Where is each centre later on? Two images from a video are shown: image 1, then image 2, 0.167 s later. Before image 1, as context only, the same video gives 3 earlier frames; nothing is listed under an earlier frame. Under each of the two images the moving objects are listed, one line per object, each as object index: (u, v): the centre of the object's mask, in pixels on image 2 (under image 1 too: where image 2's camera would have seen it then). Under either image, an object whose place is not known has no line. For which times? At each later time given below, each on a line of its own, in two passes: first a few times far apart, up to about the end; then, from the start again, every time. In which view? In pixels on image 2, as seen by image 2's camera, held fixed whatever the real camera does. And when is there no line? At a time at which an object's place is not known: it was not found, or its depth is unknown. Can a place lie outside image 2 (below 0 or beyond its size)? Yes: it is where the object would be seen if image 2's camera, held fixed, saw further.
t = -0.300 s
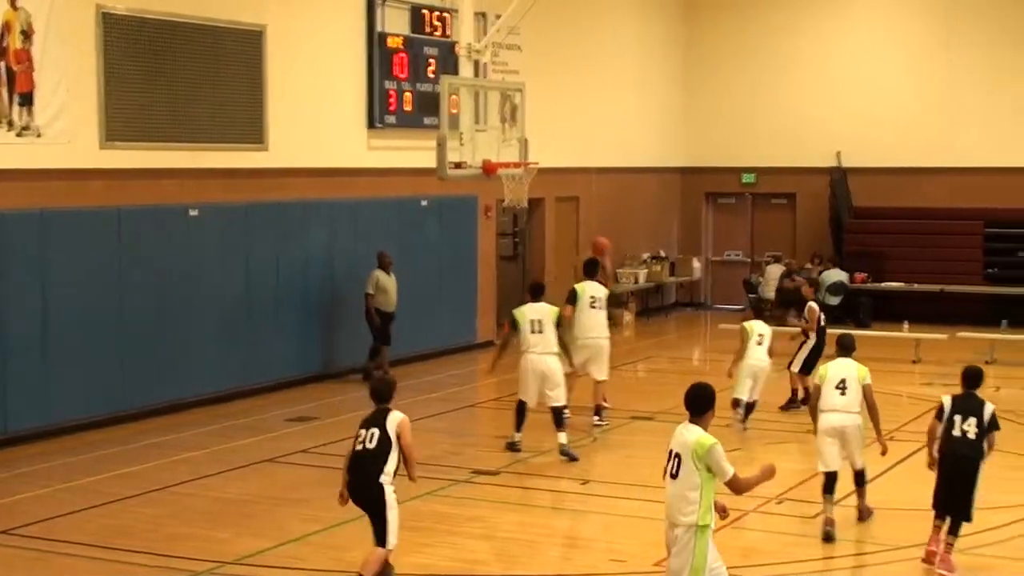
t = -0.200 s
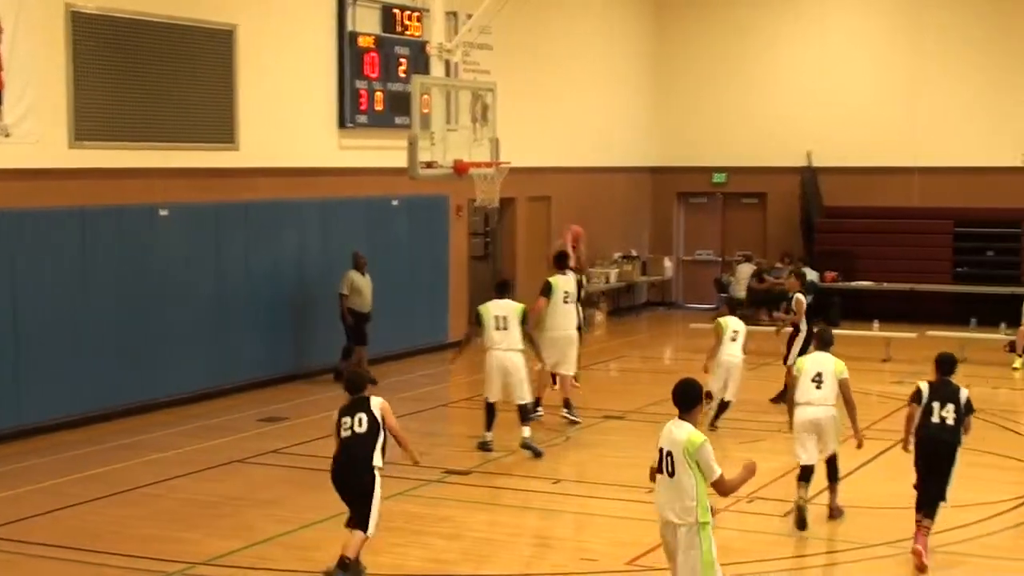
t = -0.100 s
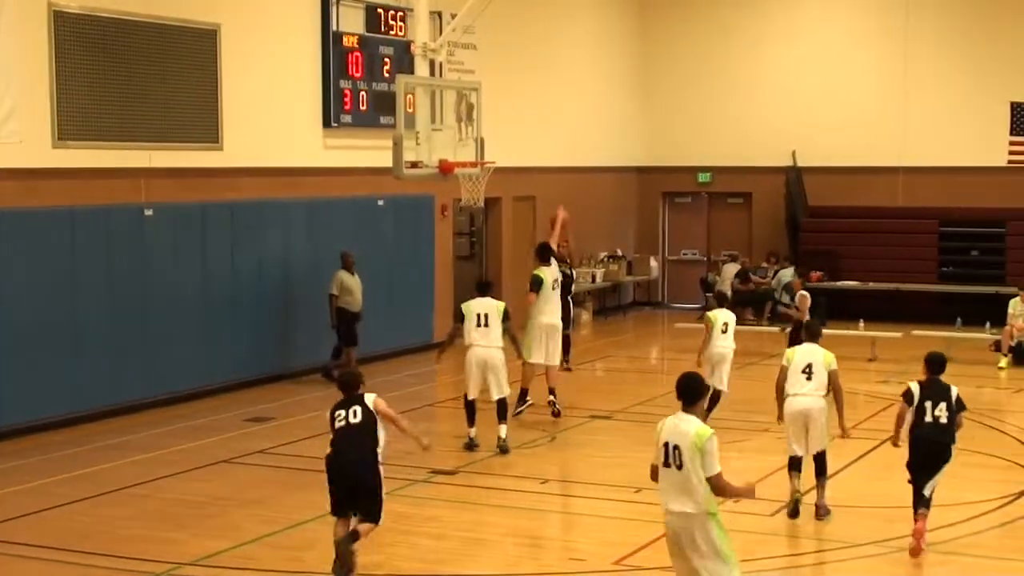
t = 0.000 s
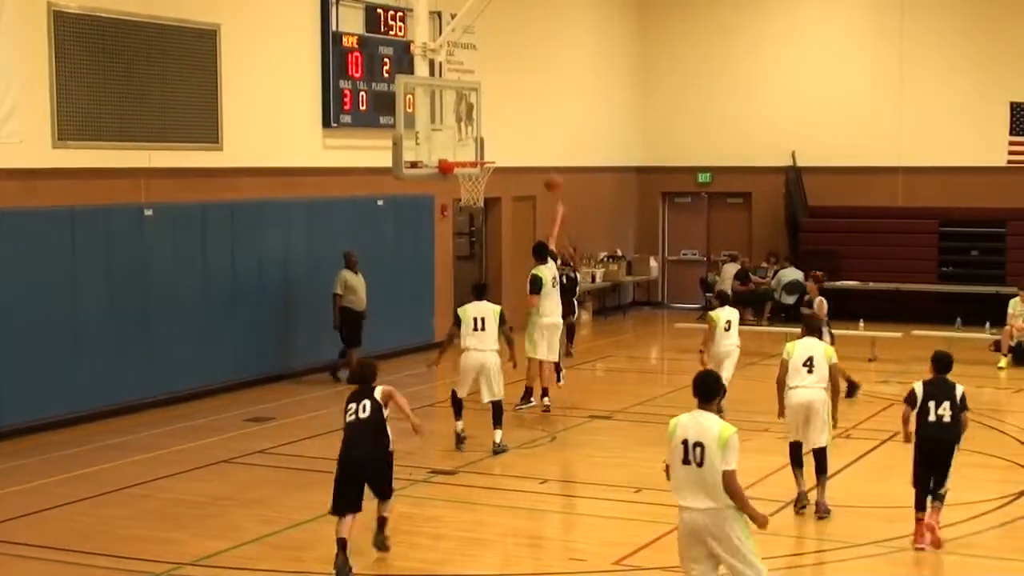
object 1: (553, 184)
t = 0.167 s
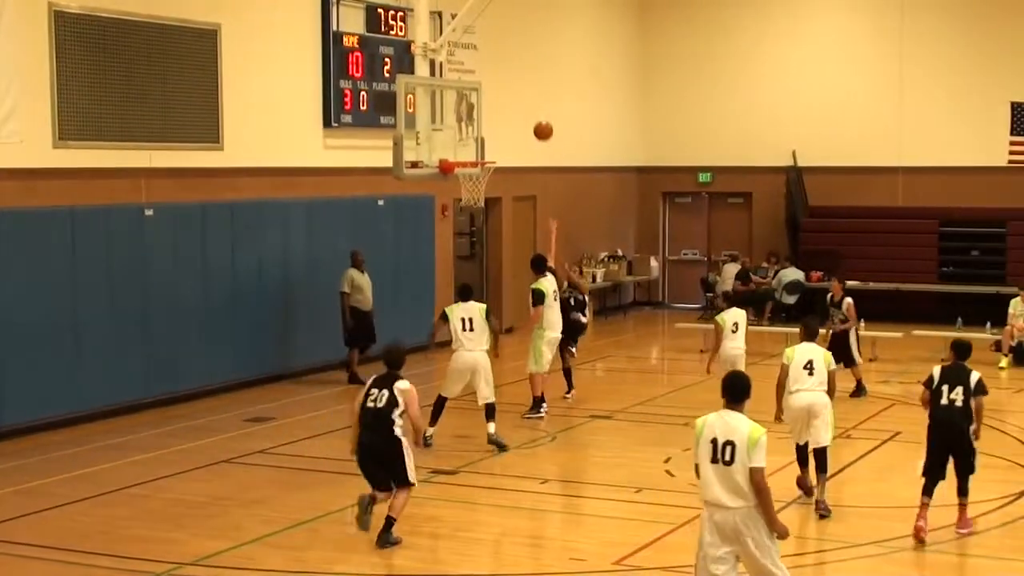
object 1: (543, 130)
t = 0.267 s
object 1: (536, 109)
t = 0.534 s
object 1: (516, 89)
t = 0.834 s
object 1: (493, 141)
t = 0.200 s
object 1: (540, 123)
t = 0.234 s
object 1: (538, 115)
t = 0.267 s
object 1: (536, 109)
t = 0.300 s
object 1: (533, 104)
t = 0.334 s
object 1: (531, 99)
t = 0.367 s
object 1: (528, 95)
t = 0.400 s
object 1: (526, 92)
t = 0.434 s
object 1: (523, 90)
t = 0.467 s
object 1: (521, 89)
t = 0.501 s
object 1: (518, 88)
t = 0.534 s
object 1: (516, 89)
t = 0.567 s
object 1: (513, 91)
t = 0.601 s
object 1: (511, 94)
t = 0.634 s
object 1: (508, 97)
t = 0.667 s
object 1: (506, 102)
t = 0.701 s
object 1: (503, 108)
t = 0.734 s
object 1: (501, 115)
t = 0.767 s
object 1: (498, 122)
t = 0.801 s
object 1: (496, 131)
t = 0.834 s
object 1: (493, 141)
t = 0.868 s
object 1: (490, 151)
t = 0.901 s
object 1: (489, 148)
